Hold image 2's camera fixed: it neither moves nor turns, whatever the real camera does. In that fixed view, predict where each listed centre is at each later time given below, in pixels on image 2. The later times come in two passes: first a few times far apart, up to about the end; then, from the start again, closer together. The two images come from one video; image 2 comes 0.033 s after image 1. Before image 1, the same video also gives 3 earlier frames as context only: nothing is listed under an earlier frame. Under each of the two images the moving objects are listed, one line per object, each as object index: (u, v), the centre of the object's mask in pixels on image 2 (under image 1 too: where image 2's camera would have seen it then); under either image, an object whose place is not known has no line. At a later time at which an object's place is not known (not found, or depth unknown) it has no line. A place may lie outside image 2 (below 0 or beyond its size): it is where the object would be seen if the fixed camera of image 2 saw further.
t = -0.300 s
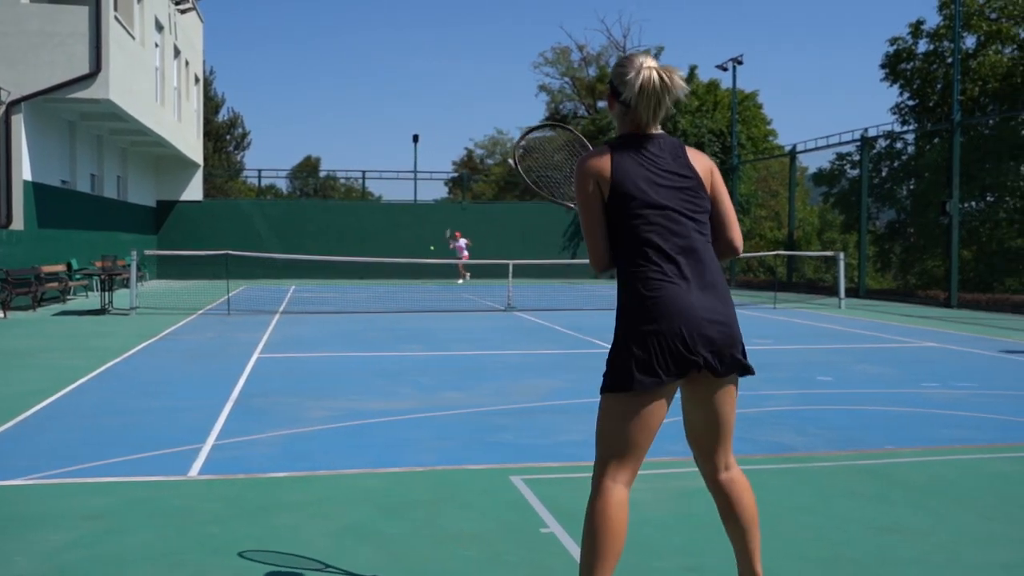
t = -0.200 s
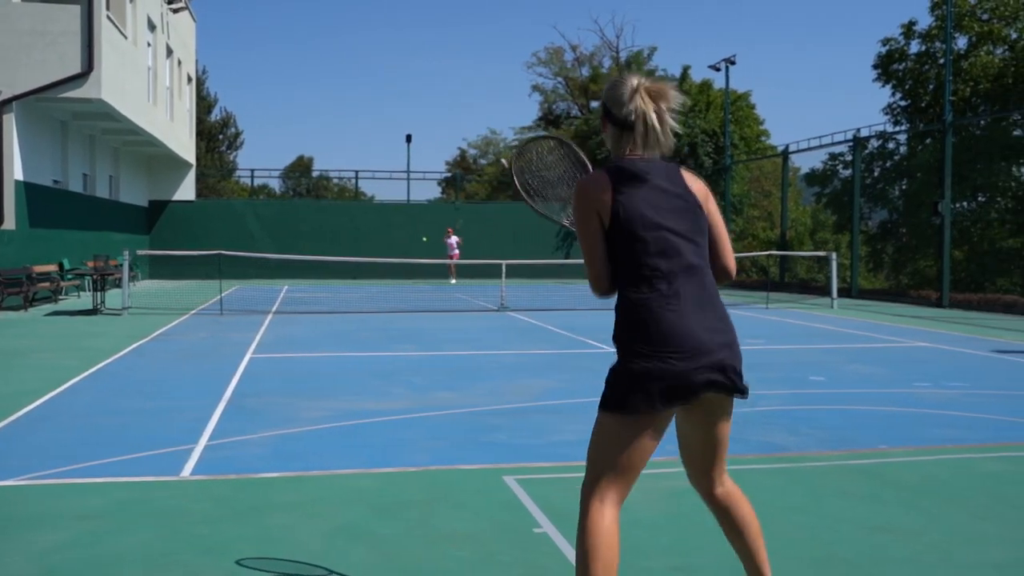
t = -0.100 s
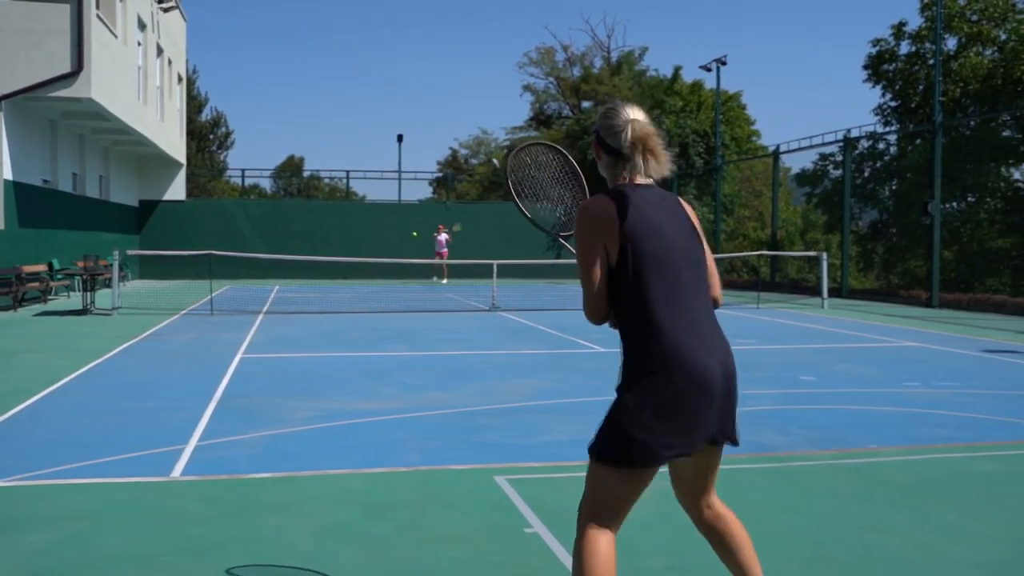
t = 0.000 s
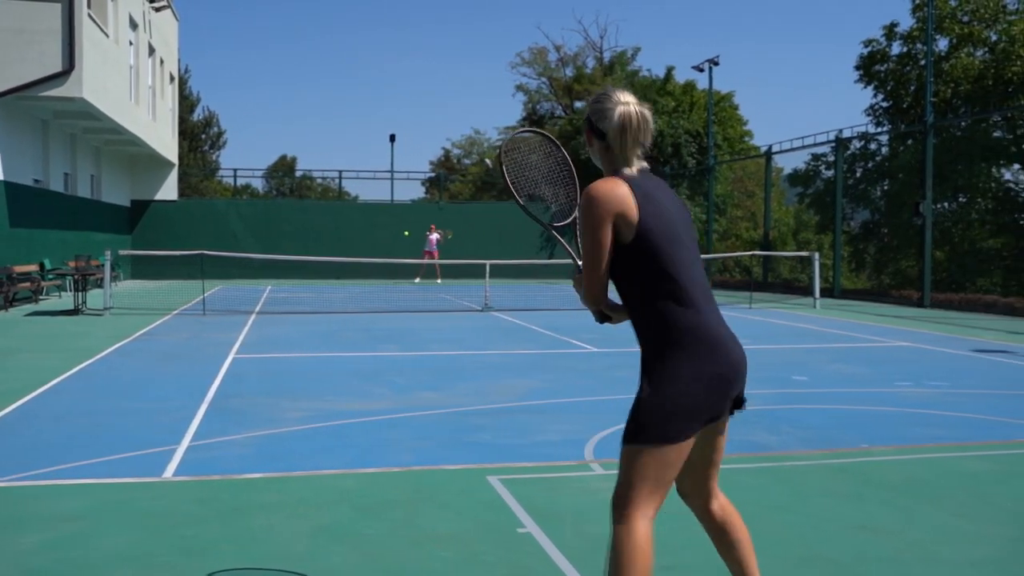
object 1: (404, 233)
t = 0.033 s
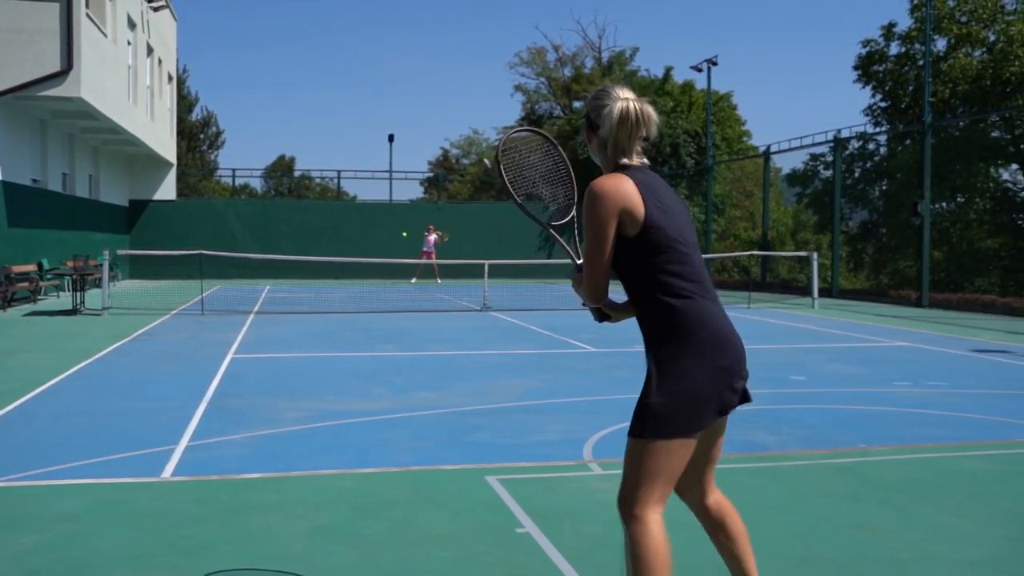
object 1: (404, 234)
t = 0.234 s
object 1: (401, 259)
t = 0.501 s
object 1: (393, 349)
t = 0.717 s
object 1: (388, 312)
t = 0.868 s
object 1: (384, 323)
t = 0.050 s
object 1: (404, 235)
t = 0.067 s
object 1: (404, 236)
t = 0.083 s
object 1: (403, 237)
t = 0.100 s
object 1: (403, 239)
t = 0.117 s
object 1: (403, 240)
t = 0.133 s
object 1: (402, 242)
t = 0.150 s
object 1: (402, 244)
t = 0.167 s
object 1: (402, 247)
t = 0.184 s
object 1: (402, 250)
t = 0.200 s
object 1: (401, 252)
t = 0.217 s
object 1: (401, 256)
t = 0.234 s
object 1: (401, 259)
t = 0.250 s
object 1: (400, 264)
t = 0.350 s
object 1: (398, 295)
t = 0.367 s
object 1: (397, 302)
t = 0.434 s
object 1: (395, 338)
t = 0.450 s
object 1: (395, 345)
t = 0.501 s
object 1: (393, 349)
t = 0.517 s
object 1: (392, 345)
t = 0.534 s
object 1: (392, 341)
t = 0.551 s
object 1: (392, 337)
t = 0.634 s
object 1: (390, 321)
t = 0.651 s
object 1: (390, 319)
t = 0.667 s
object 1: (390, 316)
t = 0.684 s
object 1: (389, 315)
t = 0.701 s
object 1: (389, 313)
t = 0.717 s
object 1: (388, 312)
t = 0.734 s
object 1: (388, 311)
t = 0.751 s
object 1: (388, 311)
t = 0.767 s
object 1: (388, 311)
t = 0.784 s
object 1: (387, 311)
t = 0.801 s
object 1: (386, 313)
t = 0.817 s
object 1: (386, 314)
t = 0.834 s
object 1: (386, 317)
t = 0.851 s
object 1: (385, 319)
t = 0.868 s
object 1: (384, 323)
